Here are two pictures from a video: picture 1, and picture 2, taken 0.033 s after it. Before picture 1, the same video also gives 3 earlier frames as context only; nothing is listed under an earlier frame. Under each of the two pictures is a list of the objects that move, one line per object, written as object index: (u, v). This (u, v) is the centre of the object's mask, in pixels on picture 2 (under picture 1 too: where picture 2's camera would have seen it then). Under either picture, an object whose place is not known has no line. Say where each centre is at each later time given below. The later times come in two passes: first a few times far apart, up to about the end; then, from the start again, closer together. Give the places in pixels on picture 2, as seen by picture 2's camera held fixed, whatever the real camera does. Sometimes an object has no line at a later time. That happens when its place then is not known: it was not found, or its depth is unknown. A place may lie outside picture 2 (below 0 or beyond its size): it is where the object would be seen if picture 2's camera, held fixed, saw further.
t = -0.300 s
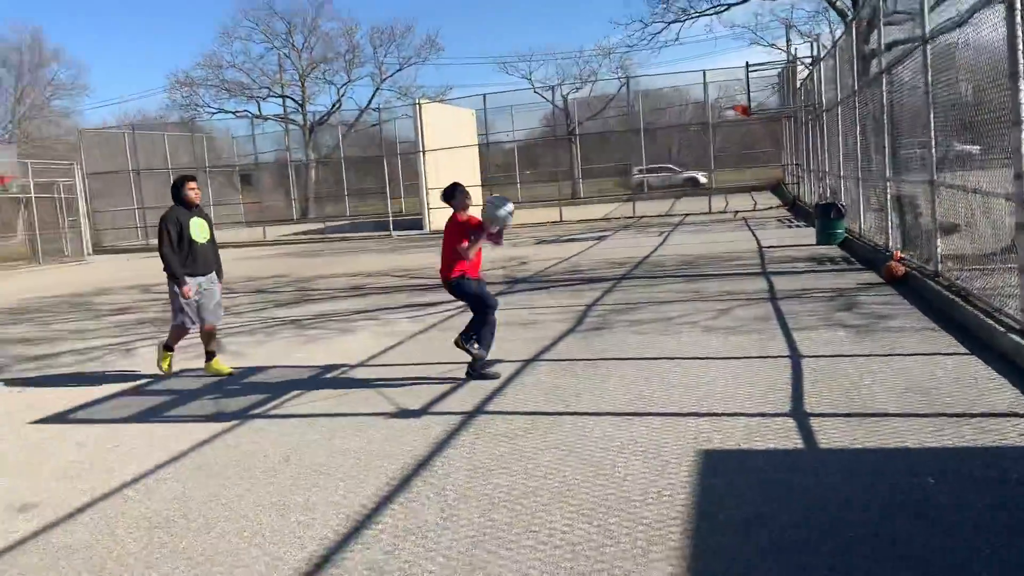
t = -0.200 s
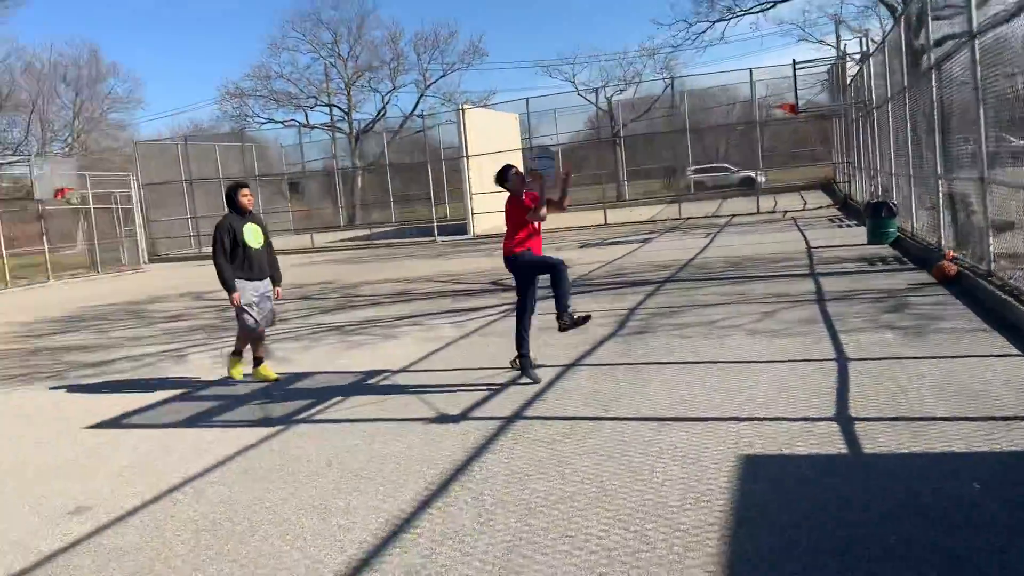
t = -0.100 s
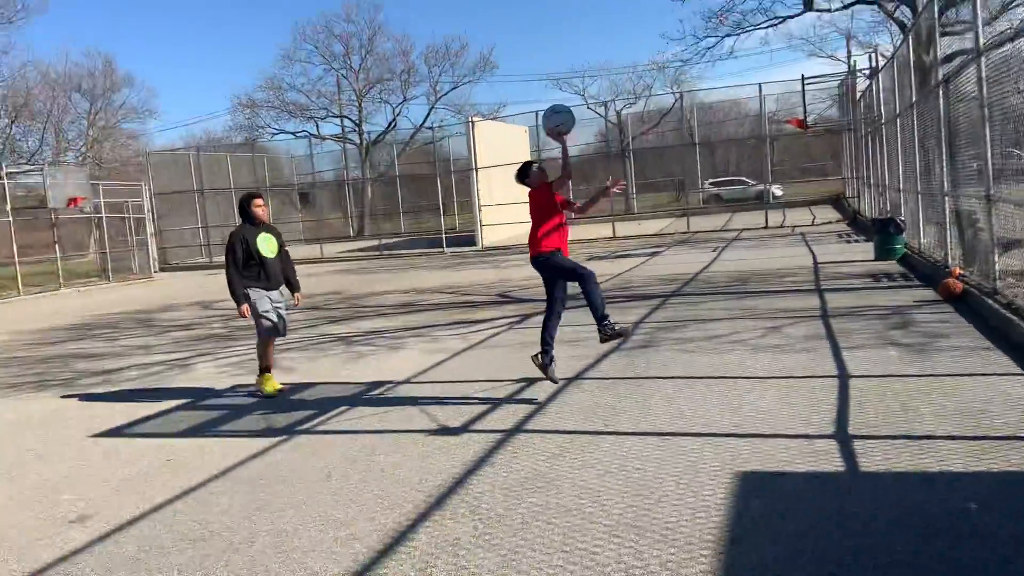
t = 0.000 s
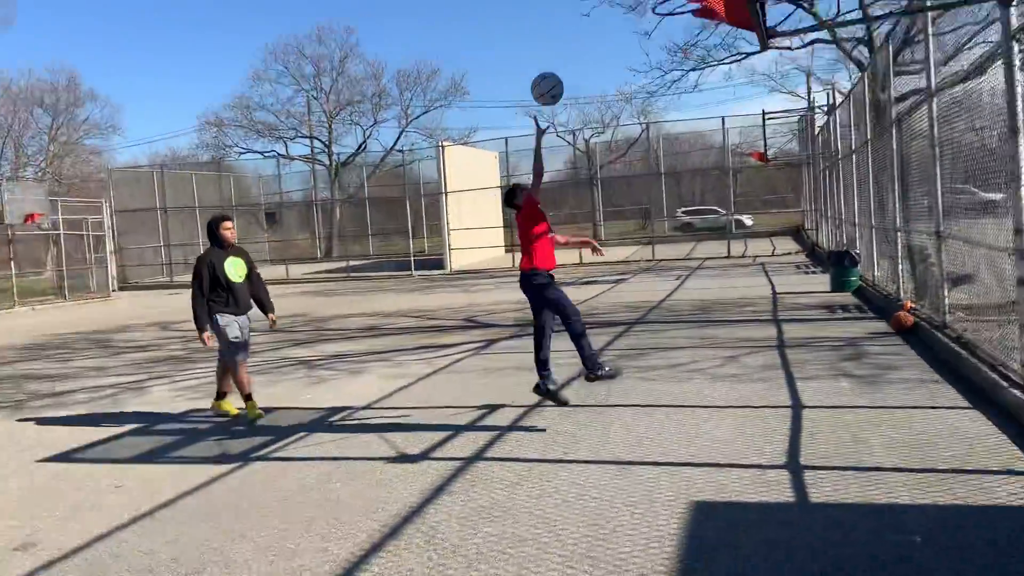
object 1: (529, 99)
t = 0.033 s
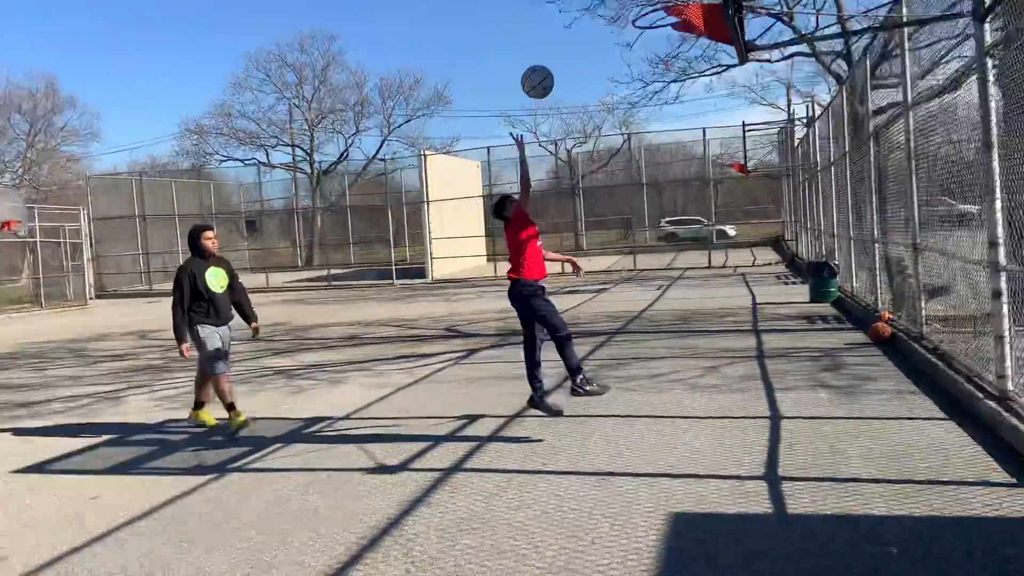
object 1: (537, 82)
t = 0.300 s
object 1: (618, -11)
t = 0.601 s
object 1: (702, -14)
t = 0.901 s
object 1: (668, 53)
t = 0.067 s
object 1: (546, 66)
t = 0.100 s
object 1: (555, 50)
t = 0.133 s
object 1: (565, 37)
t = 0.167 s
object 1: (575, 24)
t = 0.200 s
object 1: (585, 14)
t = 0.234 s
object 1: (595, 4)
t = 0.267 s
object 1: (607, -4)
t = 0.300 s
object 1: (618, -11)
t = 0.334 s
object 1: (629, -16)
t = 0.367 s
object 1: (641, -20)
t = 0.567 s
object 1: (704, -15)
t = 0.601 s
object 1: (702, -14)
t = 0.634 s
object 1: (699, -15)
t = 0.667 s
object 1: (695, -13)
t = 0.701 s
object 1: (692, -10)
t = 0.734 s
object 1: (688, -7)
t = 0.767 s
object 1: (685, -4)
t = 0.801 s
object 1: (679, 0)
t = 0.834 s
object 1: (673, 29)
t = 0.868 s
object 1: (672, 38)
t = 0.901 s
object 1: (668, 53)
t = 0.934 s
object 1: (664, 68)
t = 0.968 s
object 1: (662, 84)
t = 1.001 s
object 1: (658, 102)
